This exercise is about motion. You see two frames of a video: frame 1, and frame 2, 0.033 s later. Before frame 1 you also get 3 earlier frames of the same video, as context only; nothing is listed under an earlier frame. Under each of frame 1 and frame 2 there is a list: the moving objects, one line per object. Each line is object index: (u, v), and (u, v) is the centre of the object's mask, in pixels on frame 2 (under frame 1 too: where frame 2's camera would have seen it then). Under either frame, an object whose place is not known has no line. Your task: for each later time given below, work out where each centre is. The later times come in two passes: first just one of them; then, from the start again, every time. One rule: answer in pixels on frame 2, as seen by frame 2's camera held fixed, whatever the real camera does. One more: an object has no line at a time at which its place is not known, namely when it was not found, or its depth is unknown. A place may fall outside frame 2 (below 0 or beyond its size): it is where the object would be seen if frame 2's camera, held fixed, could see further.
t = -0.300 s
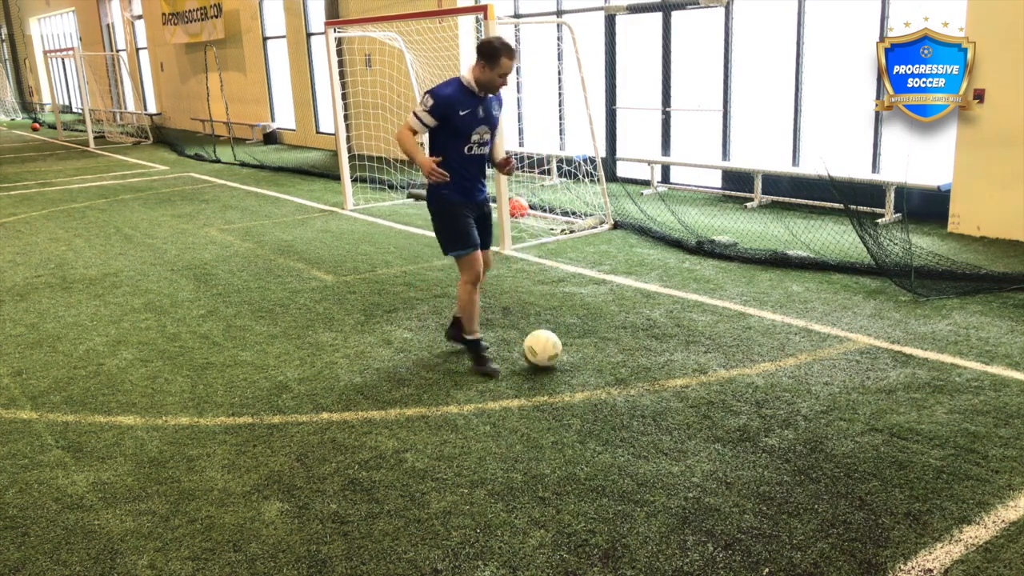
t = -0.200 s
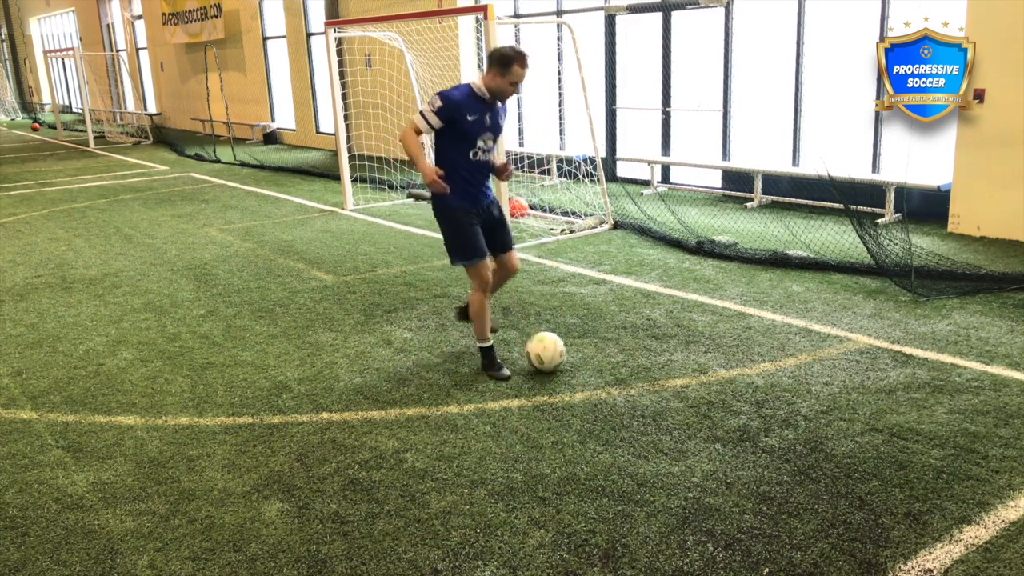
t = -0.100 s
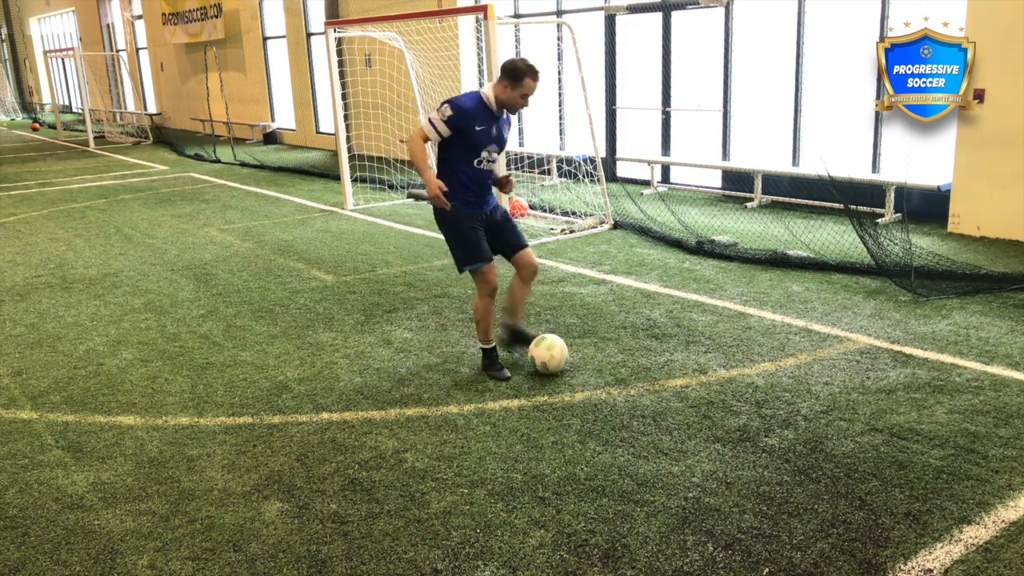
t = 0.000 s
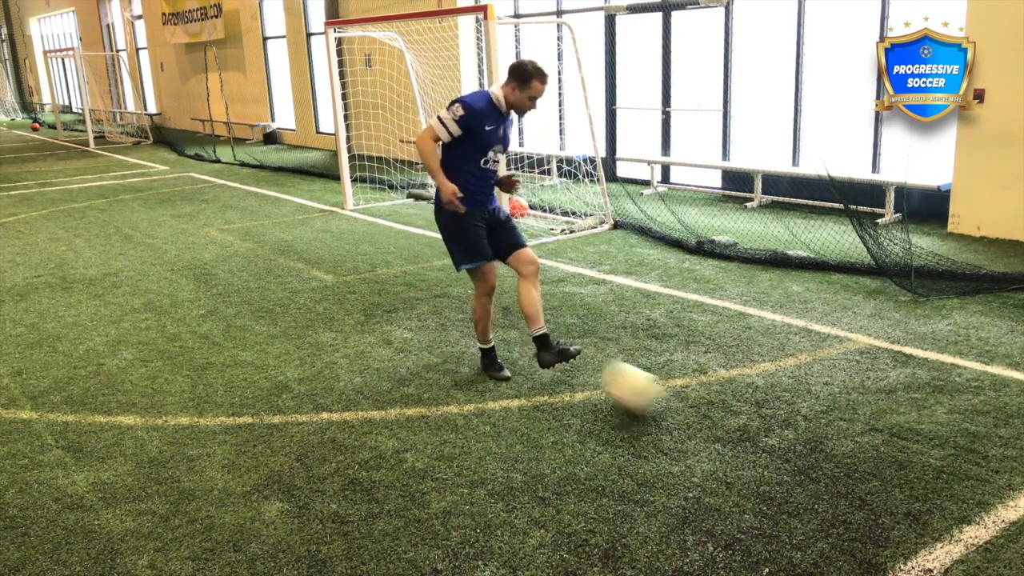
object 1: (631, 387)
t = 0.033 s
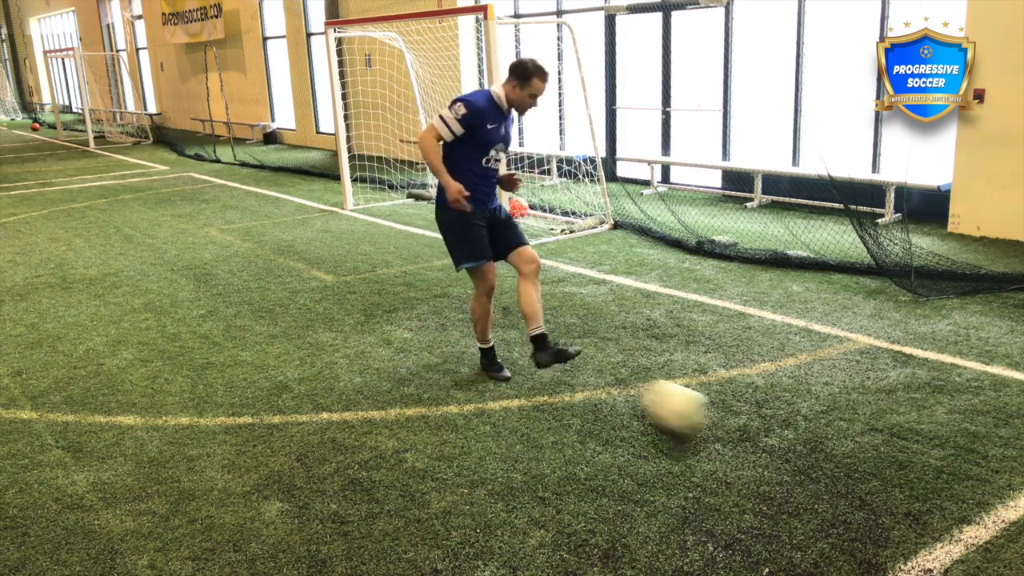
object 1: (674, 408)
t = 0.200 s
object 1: (970, 533)
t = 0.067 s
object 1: (723, 425)
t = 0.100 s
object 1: (778, 451)
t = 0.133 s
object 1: (834, 474)
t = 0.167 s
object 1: (898, 500)
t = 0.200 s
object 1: (970, 533)
